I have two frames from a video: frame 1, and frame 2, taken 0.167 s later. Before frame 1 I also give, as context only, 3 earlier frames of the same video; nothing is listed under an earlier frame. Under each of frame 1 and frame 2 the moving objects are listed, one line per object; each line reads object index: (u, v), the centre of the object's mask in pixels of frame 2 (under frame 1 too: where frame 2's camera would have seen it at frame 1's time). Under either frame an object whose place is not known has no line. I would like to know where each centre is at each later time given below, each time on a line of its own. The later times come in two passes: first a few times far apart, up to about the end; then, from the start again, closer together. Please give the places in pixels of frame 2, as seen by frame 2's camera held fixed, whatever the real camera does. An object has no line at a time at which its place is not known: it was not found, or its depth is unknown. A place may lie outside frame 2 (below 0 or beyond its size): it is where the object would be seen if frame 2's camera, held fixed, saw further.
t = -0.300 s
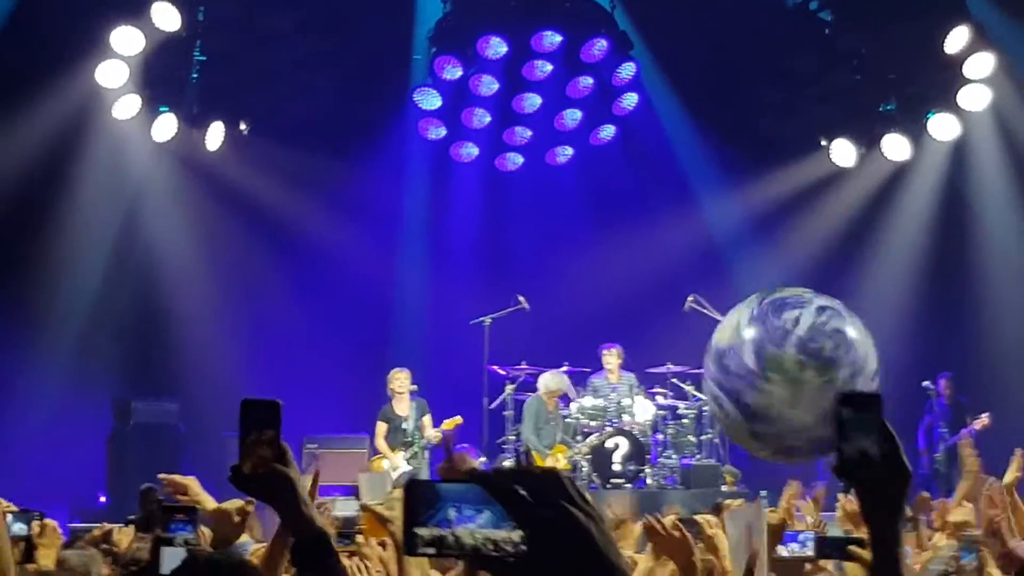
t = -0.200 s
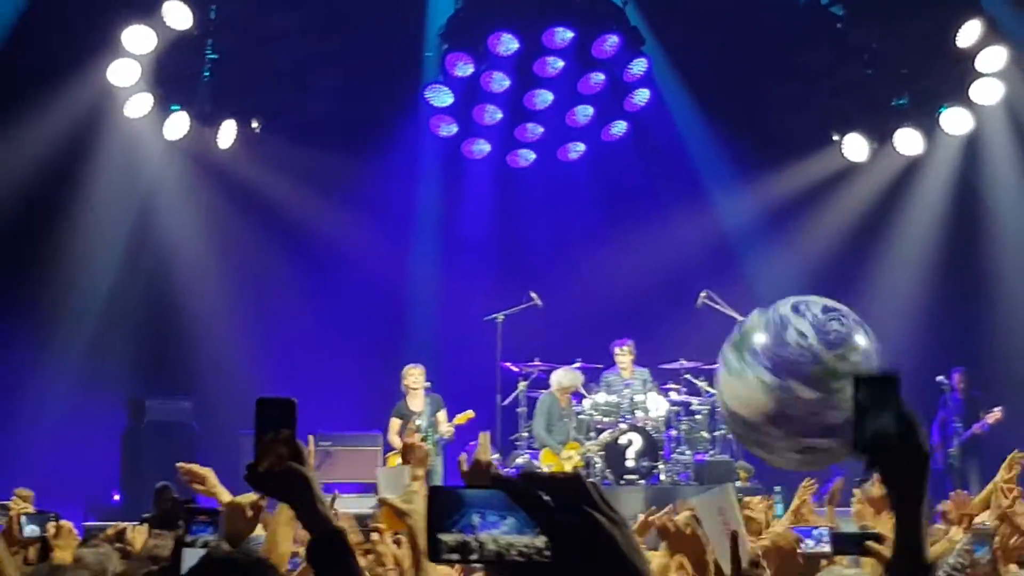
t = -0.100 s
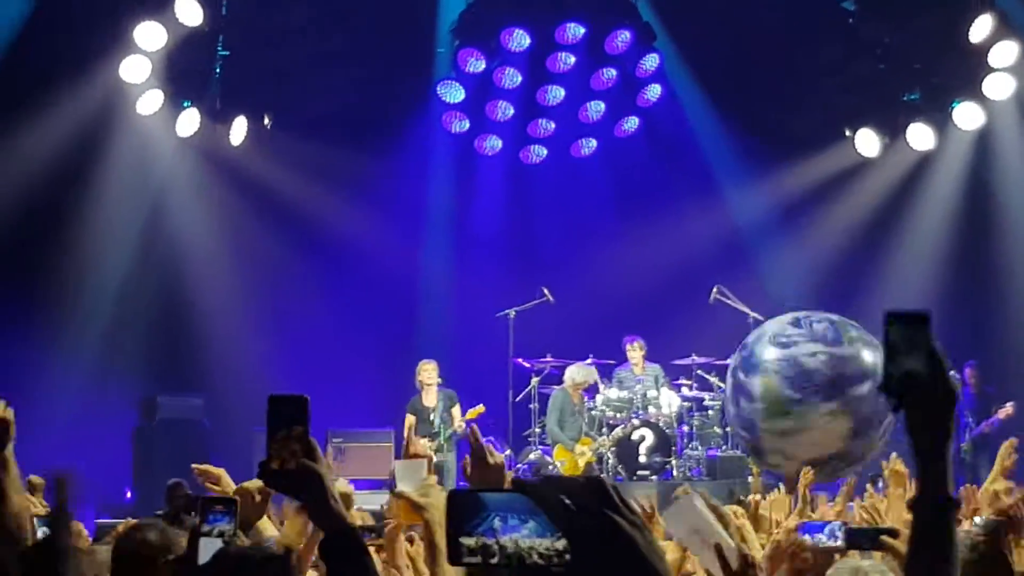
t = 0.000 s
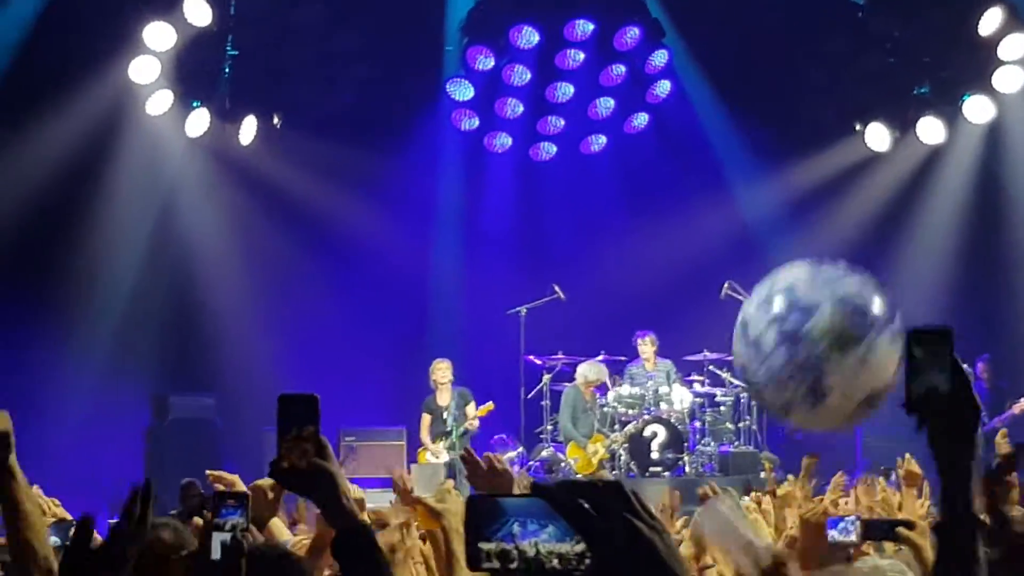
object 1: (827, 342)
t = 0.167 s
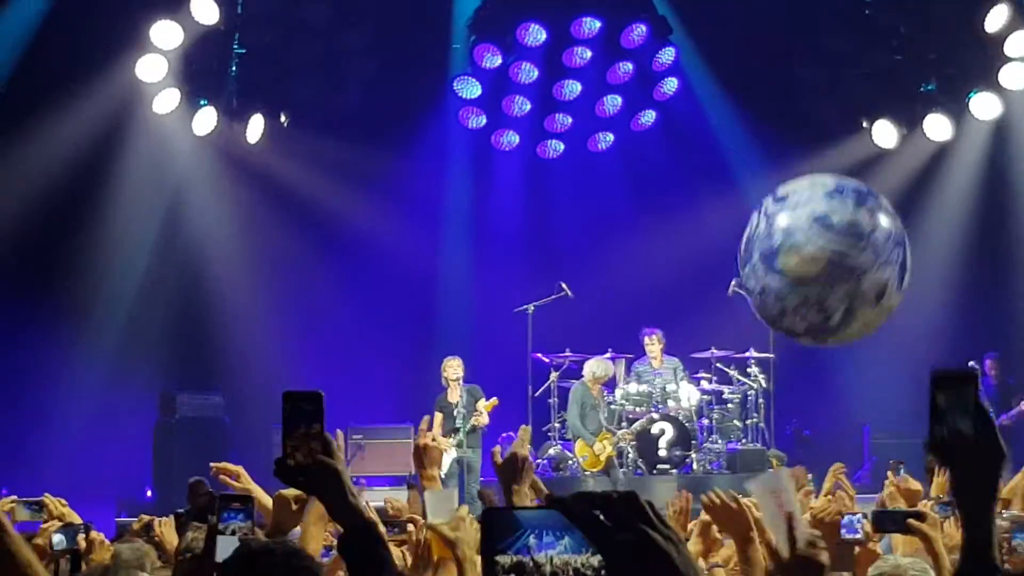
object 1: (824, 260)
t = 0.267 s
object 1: (822, 223)
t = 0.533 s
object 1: (822, 169)
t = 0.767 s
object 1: (821, 175)
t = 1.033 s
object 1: (828, 236)
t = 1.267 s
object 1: (839, 335)
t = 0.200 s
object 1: (823, 246)
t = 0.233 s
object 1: (823, 234)
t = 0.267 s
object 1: (822, 223)
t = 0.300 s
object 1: (822, 212)
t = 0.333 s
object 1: (822, 202)
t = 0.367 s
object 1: (821, 194)
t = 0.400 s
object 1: (822, 187)
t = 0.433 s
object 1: (823, 181)
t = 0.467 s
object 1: (822, 176)
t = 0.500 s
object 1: (822, 172)
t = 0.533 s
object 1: (822, 169)
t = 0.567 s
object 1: (821, 167)
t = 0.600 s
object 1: (820, 166)
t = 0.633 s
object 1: (821, 166)
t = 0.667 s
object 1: (823, 166)
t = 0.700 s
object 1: (822, 168)
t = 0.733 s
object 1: (822, 170)
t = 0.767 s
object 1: (821, 175)
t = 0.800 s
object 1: (820, 180)
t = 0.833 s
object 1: (823, 185)
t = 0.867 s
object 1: (824, 192)
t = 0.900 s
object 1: (825, 198)
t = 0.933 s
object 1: (826, 206)
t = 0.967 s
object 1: (825, 216)
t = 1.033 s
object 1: (828, 236)
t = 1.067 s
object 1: (830, 247)
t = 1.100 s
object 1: (830, 259)
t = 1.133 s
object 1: (832, 273)
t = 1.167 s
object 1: (834, 287)
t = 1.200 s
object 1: (835, 302)
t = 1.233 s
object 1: (838, 318)
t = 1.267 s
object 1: (839, 335)
